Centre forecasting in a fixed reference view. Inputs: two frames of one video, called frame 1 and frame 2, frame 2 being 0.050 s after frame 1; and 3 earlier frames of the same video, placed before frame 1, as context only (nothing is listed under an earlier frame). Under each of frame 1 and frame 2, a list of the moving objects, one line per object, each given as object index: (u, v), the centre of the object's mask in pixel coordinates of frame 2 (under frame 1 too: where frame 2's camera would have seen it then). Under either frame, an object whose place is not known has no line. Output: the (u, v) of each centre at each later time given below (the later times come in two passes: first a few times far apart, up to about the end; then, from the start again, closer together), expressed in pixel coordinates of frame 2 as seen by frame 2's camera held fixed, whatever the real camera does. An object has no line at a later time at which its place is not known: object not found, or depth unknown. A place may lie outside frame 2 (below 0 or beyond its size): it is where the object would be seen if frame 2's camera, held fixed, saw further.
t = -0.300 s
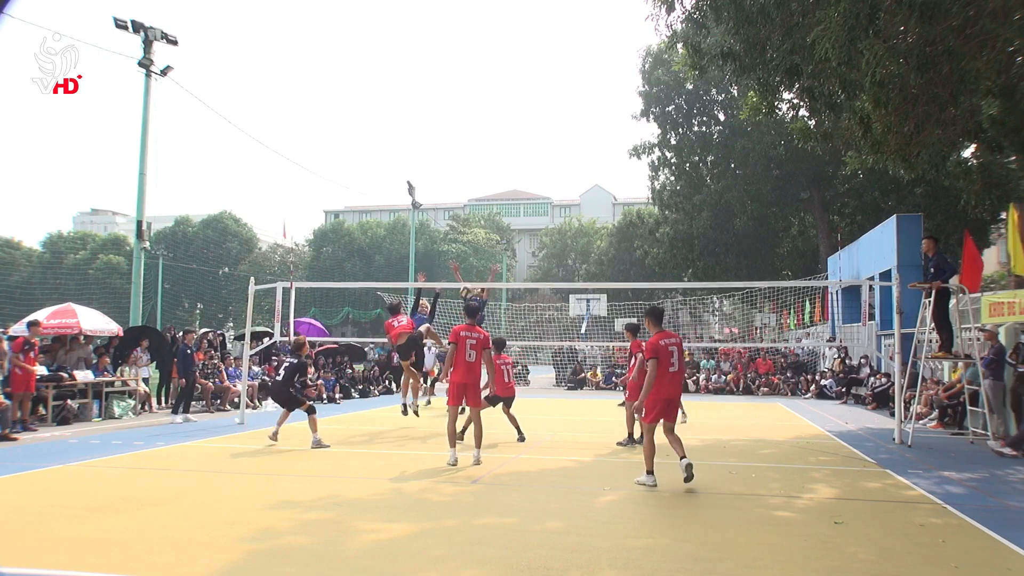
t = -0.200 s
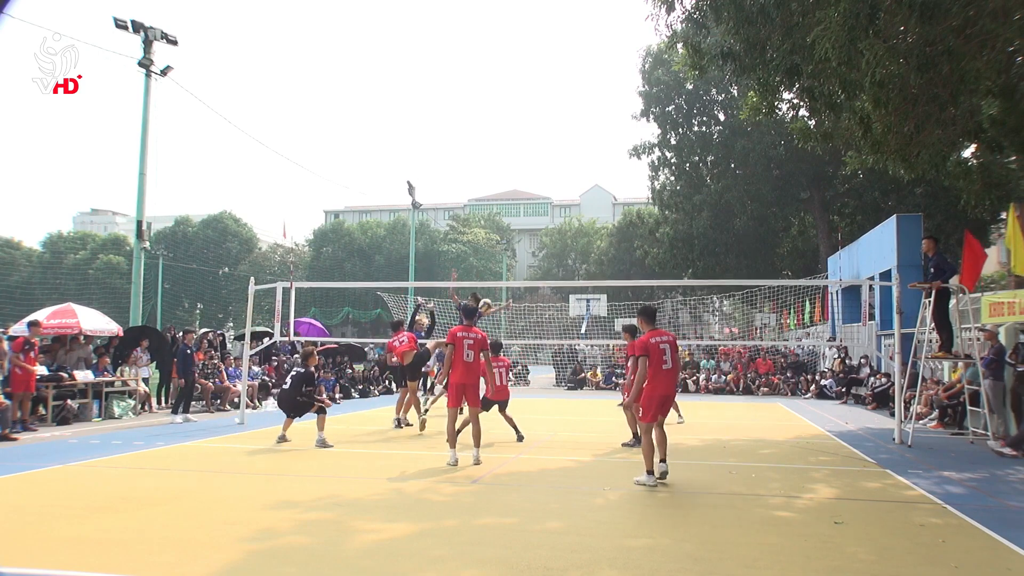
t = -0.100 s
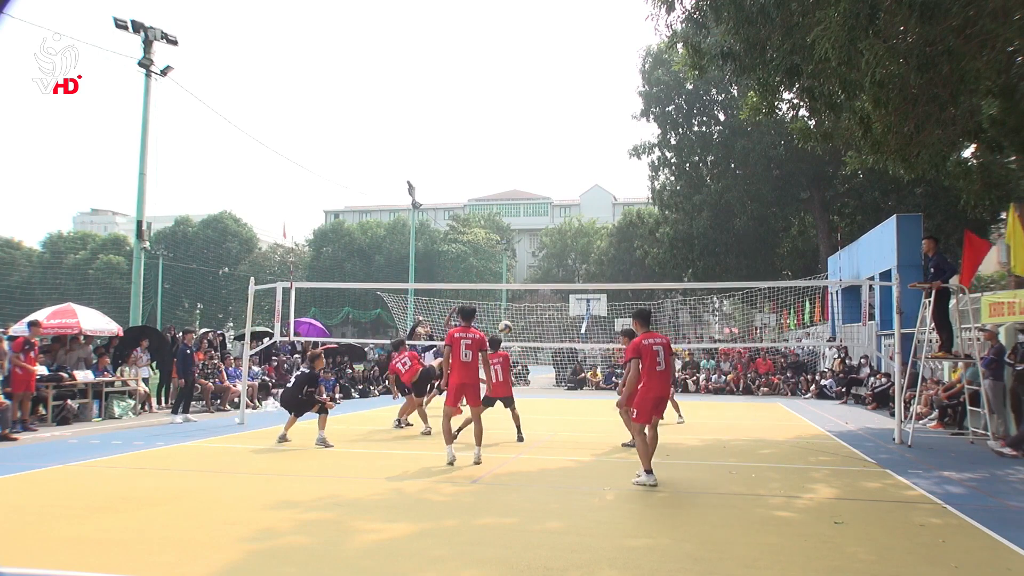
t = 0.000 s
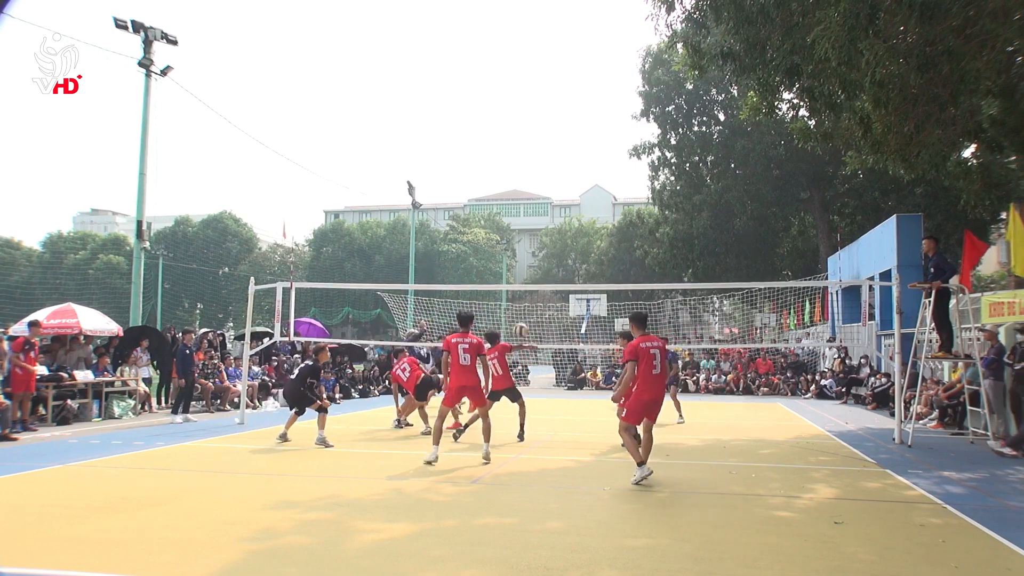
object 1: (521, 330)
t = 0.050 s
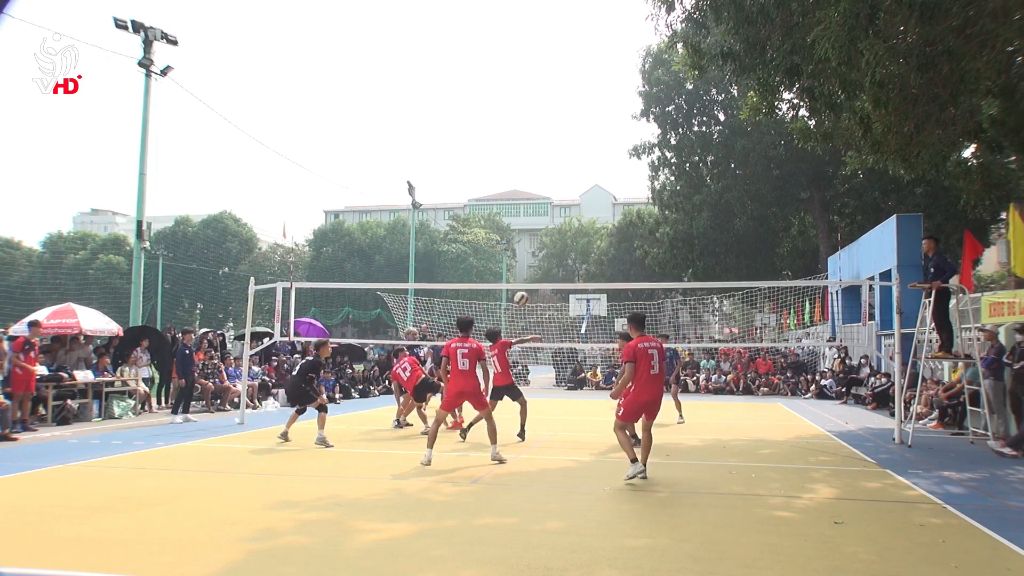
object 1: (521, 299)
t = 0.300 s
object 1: (525, 168)
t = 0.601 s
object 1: (529, 67)
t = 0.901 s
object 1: (535, 25)
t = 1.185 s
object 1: (540, 41)
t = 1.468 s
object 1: (545, 114)
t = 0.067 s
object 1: (522, 289)
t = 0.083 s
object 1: (522, 279)
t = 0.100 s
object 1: (523, 269)
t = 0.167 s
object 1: (523, 234)
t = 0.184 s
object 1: (524, 225)
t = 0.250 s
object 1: (524, 191)
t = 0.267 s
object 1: (524, 183)
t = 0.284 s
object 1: (524, 176)
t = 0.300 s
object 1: (525, 168)
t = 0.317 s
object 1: (525, 161)
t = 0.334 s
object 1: (525, 154)
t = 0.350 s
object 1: (526, 147)
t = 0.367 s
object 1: (526, 141)
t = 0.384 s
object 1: (526, 134)
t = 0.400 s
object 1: (526, 128)
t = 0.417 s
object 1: (527, 122)
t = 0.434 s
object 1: (527, 116)
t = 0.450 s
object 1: (527, 111)
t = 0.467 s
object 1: (527, 105)
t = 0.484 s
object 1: (528, 100)
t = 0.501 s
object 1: (528, 95)
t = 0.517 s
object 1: (528, 90)
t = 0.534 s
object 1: (528, 85)
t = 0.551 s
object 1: (529, 80)
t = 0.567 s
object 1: (529, 75)
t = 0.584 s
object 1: (529, 71)
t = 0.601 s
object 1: (529, 67)
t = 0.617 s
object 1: (530, 63)
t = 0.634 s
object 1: (530, 59)
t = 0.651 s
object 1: (531, 56)
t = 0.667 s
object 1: (531, 52)
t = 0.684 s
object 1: (531, 49)
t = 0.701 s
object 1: (531, 46)
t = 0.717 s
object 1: (532, 44)
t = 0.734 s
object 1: (532, 41)
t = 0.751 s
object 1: (532, 39)
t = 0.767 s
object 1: (533, 37)
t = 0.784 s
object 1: (533, 35)
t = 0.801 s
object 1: (533, 33)
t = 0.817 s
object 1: (533, 31)
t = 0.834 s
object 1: (534, 30)
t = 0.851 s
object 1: (534, 28)
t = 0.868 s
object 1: (534, 27)
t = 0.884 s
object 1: (534, 26)
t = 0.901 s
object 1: (535, 25)
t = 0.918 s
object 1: (535, 25)
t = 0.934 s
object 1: (535, 24)
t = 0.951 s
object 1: (536, 24)
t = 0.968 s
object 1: (536, 24)
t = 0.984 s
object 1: (536, 24)
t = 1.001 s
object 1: (537, 24)
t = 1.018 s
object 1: (537, 25)
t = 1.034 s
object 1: (537, 26)
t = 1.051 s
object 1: (537, 27)
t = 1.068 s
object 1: (538, 28)
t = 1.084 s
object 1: (538, 29)
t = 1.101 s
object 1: (538, 31)
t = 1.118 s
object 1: (539, 32)
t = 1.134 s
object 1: (539, 34)
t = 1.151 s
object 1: (539, 36)
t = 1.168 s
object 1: (540, 38)
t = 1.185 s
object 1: (540, 41)
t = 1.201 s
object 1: (540, 43)
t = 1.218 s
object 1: (540, 46)
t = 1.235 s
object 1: (540, 49)
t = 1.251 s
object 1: (541, 52)
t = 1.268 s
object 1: (541, 56)
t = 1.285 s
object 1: (541, 59)
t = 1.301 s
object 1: (542, 63)
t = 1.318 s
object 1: (542, 67)
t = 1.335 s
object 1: (542, 72)
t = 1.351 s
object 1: (543, 76)
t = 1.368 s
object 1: (543, 81)
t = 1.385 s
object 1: (543, 86)
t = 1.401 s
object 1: (544, 91)
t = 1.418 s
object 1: (544, 97)
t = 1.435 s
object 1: (544, 102)
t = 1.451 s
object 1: (544, 108)
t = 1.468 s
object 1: (545, 114)
